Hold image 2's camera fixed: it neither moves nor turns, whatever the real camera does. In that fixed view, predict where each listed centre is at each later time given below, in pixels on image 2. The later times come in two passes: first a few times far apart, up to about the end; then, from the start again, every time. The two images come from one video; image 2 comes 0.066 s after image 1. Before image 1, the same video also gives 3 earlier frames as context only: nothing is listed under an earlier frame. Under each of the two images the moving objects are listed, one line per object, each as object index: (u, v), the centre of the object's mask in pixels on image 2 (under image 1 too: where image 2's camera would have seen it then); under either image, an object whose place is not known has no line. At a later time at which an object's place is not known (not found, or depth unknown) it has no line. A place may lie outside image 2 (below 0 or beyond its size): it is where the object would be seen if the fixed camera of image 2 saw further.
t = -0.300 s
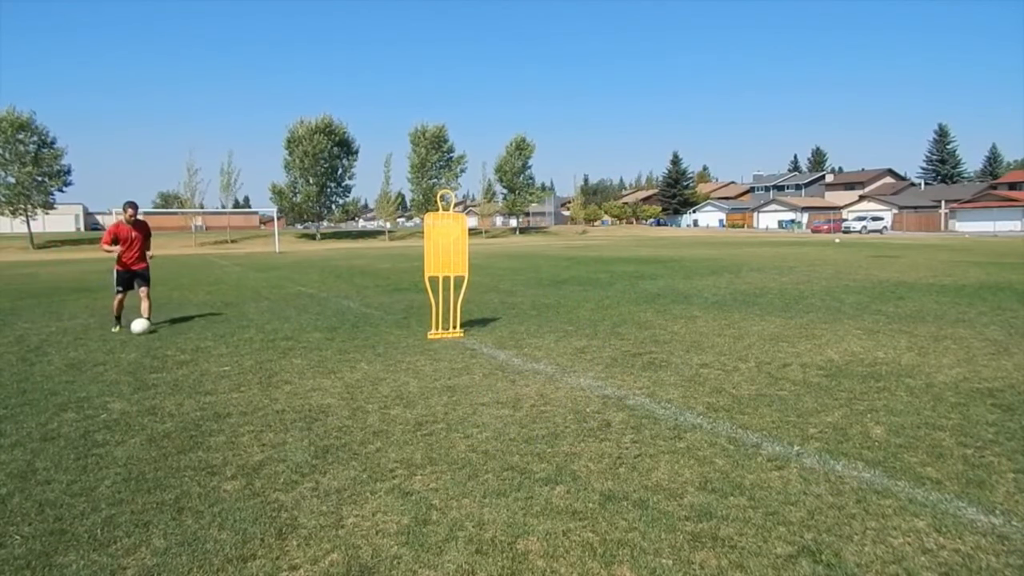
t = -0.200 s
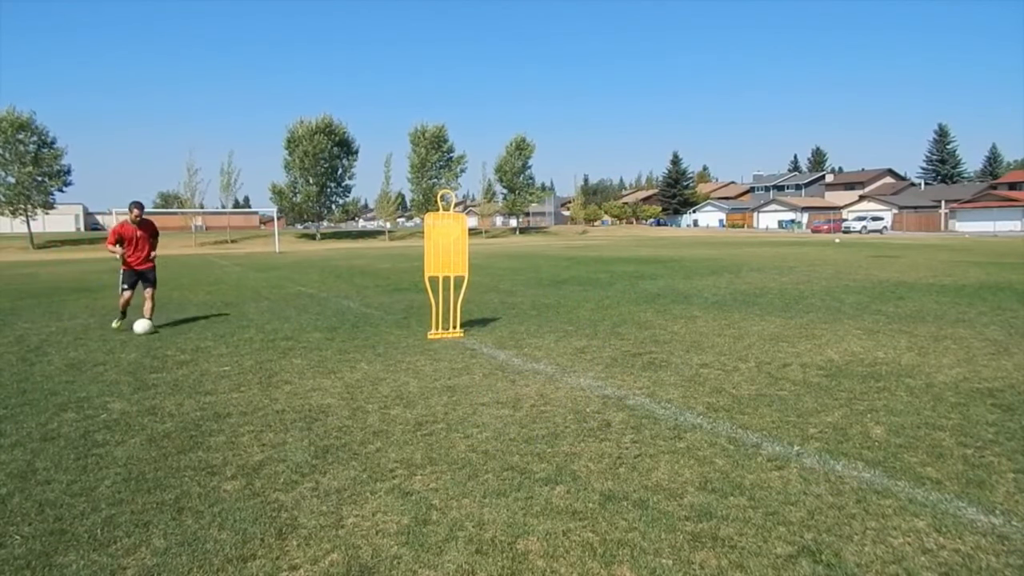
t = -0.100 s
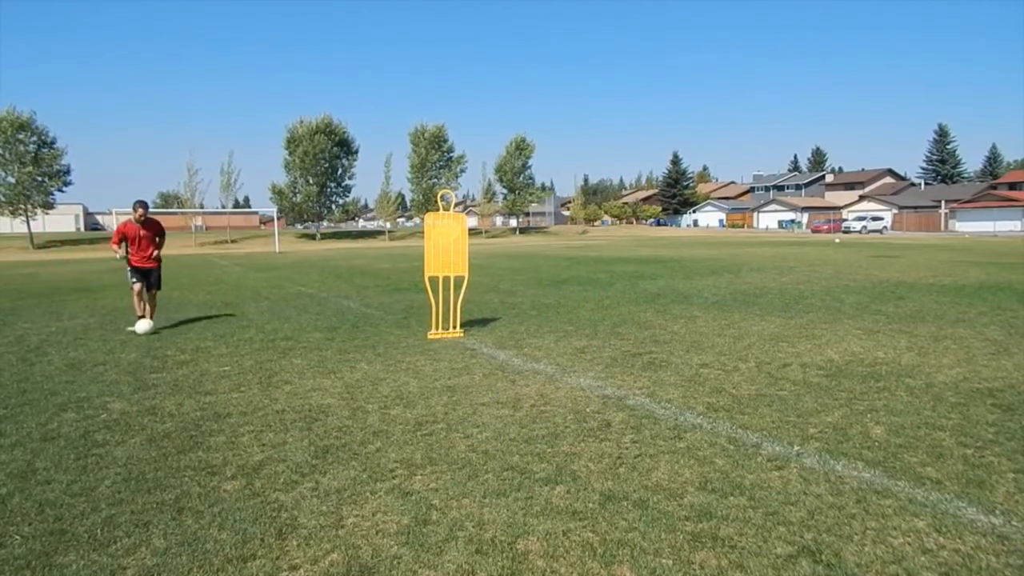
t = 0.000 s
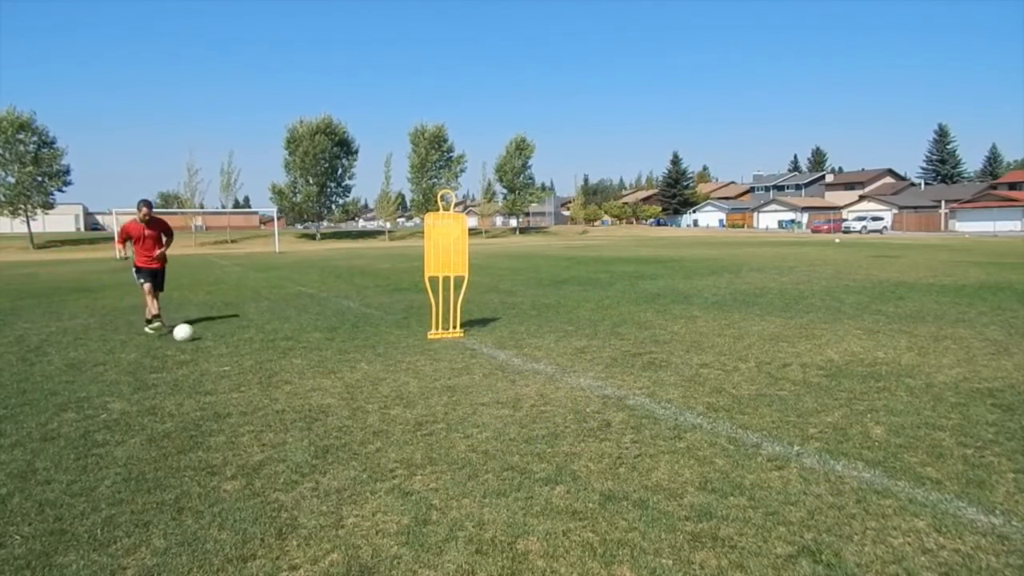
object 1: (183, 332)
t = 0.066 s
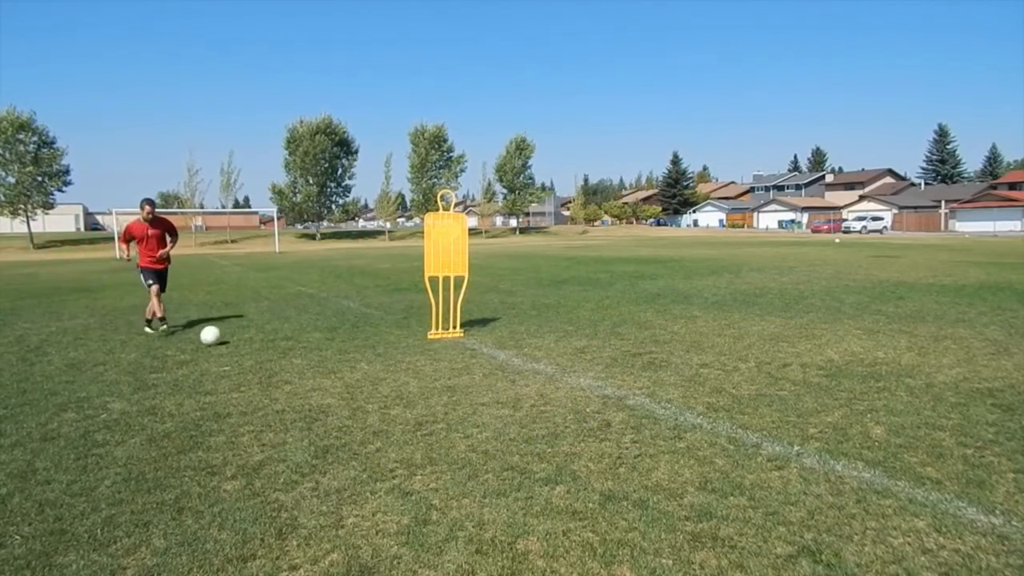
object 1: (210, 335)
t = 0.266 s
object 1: (296, 346)
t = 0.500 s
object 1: (403, 365)
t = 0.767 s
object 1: (528, 383)
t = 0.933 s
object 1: (623, 399)
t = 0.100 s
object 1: (224, 337)
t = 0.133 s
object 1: (238, 339)
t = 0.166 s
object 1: (253, 342)
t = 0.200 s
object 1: (267, 343)
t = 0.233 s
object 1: (281, 344)
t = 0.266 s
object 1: (296, 346)
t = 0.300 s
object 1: (311, 348)
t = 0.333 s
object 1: (328, 352)
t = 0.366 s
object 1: (342, 354)
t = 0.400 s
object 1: (356, 355)
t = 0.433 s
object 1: (370, 356)
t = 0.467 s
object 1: (386, 360)
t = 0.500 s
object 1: (403, 365)
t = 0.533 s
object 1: (418, 367)
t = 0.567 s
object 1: (432, 367)
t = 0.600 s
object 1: (447, 368)
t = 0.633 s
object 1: (462, 370)
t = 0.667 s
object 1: (478, 374)
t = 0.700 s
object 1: (494, 379)
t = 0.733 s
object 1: (510, 381)
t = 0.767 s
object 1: (528, 383)
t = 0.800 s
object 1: (546, 387)
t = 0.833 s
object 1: (564, 390)
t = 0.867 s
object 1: (583, 392)
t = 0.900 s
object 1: (603, 395)
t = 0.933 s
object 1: (623, 399)
